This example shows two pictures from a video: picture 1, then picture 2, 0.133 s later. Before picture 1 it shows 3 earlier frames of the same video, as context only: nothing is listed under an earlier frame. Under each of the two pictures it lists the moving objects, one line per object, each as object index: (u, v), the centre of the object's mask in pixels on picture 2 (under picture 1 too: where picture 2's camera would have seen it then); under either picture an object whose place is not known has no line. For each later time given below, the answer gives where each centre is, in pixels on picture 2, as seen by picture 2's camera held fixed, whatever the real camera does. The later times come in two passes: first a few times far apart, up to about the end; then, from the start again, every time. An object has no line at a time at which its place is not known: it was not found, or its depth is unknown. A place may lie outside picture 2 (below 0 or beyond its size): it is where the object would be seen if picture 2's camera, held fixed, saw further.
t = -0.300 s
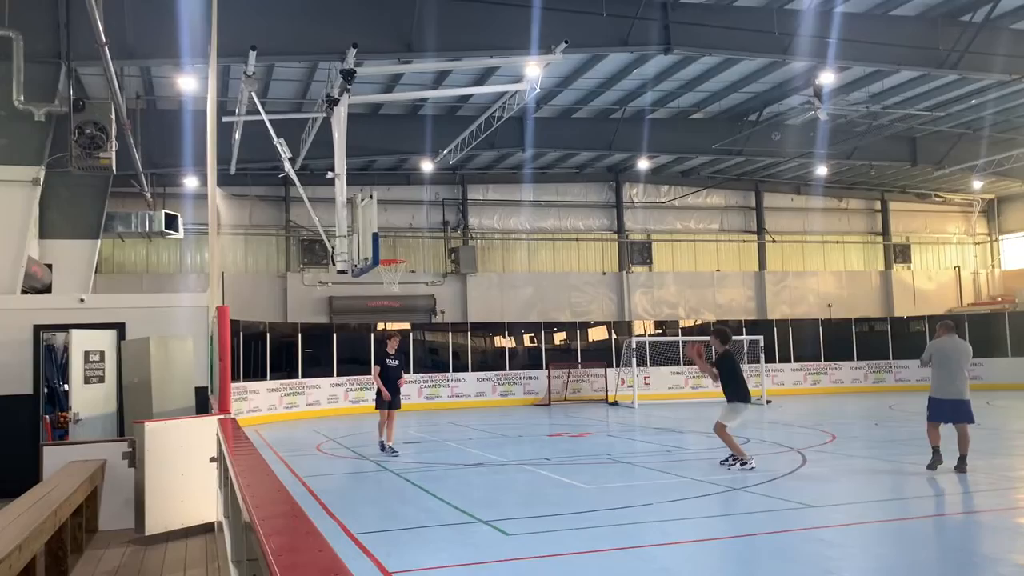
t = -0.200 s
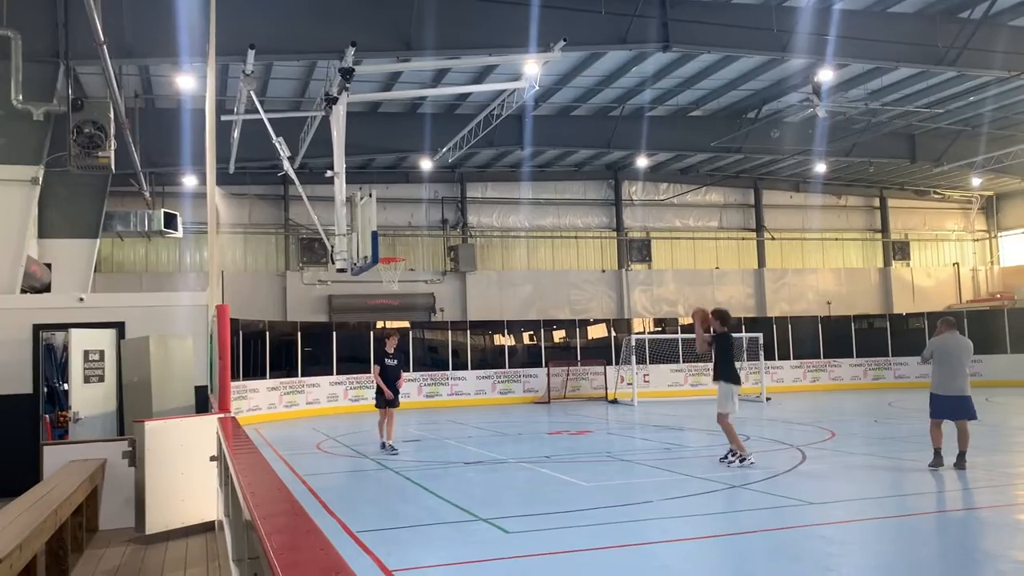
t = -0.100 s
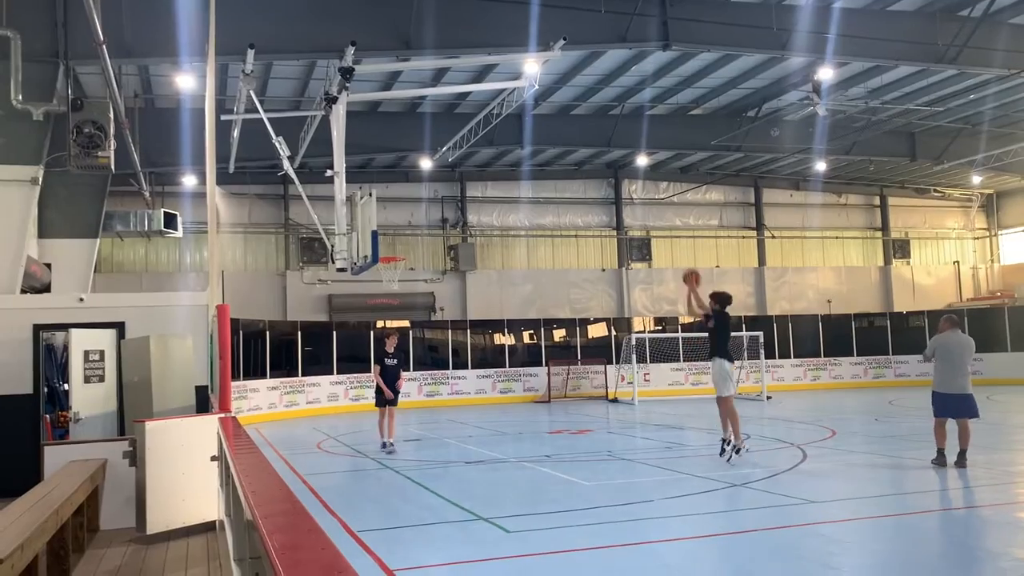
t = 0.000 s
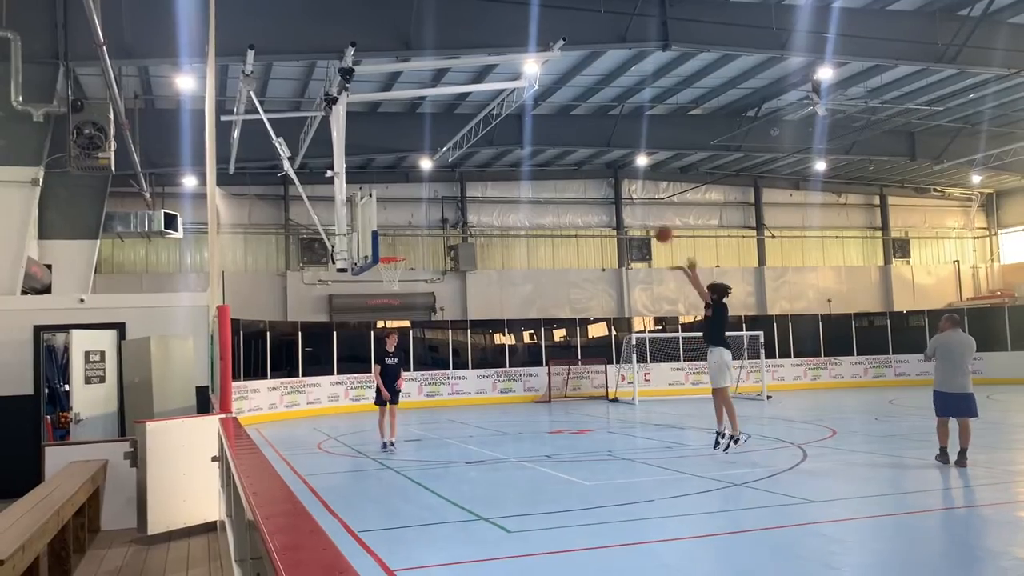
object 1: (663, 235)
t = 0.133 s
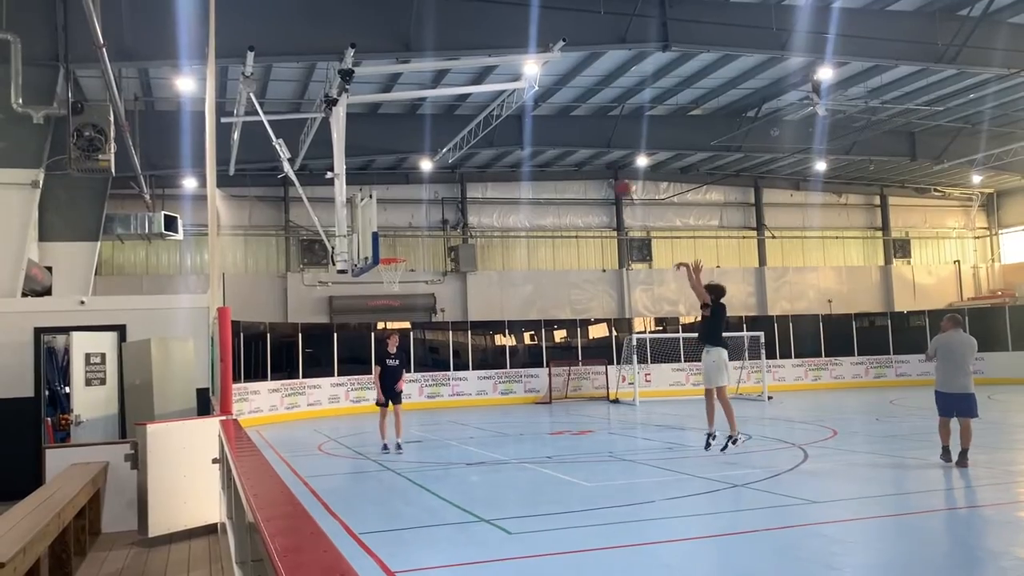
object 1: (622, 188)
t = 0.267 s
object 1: (588, 158)
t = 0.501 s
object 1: (532, 135)
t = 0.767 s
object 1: (473, 151)
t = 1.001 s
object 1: (429, 200)
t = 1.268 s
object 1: (385, 279)
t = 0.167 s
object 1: (613, 179)
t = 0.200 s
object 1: (605, 171)
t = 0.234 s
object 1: (596, 164)
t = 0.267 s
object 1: (588, 158)
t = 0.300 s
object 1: (578, 152)
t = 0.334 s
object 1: (570, 146)
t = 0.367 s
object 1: (562, 142)
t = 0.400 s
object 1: (554, 140)
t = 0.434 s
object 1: (546, 138)
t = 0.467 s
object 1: (539, 136)
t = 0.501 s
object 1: (532, 135)
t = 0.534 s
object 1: (523, 134)
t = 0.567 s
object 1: (516, 135)
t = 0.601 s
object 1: (508, 136)
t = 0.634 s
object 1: (501, 138)
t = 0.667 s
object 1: (494, 139)
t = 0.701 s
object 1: (487, 143)
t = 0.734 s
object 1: (480, 147)
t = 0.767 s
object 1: (473, 151)
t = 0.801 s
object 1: (467, 156)
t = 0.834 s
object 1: (459, 162)
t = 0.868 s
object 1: (454, 167)
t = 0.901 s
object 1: (448, 175)
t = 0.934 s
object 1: (441, 182)
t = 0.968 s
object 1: (434, 192)
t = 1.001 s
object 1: (429, 200)
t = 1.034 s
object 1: (422, 210)
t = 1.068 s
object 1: (415, 220)
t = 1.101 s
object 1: (410, 229)
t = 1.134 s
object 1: (404, 241)
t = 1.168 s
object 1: (398, 252)
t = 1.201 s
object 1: (392, 267)
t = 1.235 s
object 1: (388, 275)
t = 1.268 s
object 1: (385, 279)
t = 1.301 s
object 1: (383, 281)
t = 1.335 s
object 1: (380, 286)
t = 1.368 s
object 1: (378, 290)
